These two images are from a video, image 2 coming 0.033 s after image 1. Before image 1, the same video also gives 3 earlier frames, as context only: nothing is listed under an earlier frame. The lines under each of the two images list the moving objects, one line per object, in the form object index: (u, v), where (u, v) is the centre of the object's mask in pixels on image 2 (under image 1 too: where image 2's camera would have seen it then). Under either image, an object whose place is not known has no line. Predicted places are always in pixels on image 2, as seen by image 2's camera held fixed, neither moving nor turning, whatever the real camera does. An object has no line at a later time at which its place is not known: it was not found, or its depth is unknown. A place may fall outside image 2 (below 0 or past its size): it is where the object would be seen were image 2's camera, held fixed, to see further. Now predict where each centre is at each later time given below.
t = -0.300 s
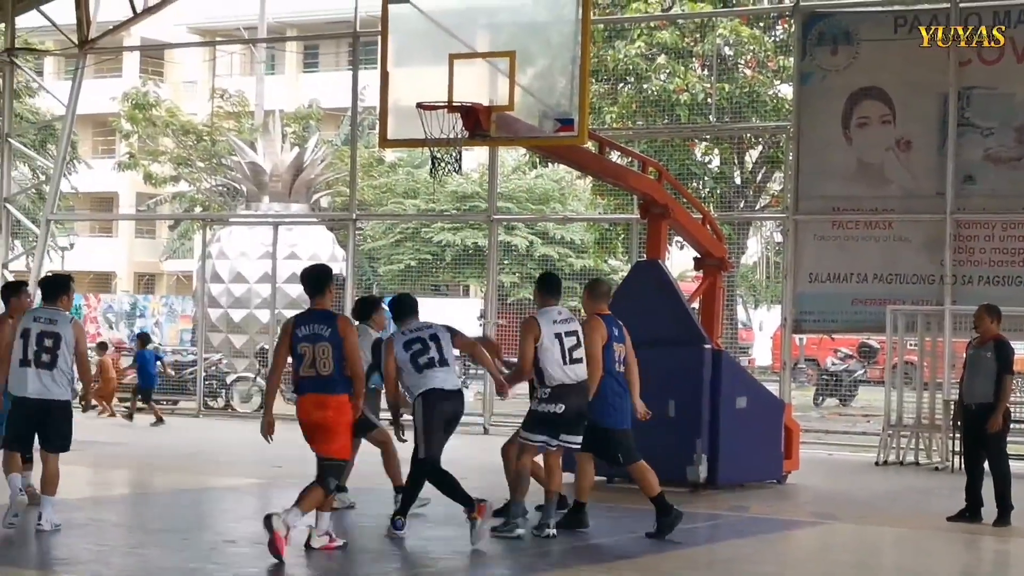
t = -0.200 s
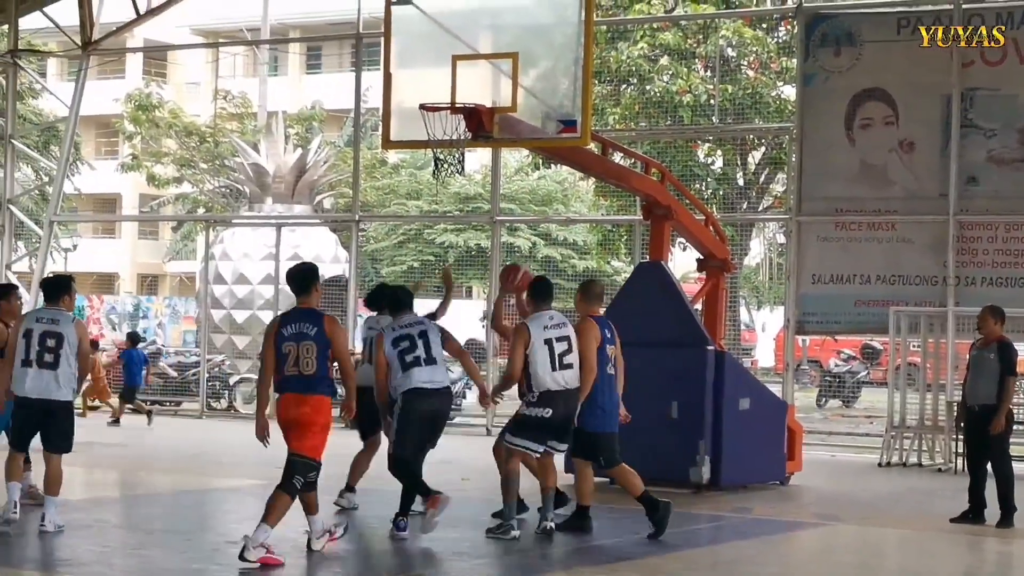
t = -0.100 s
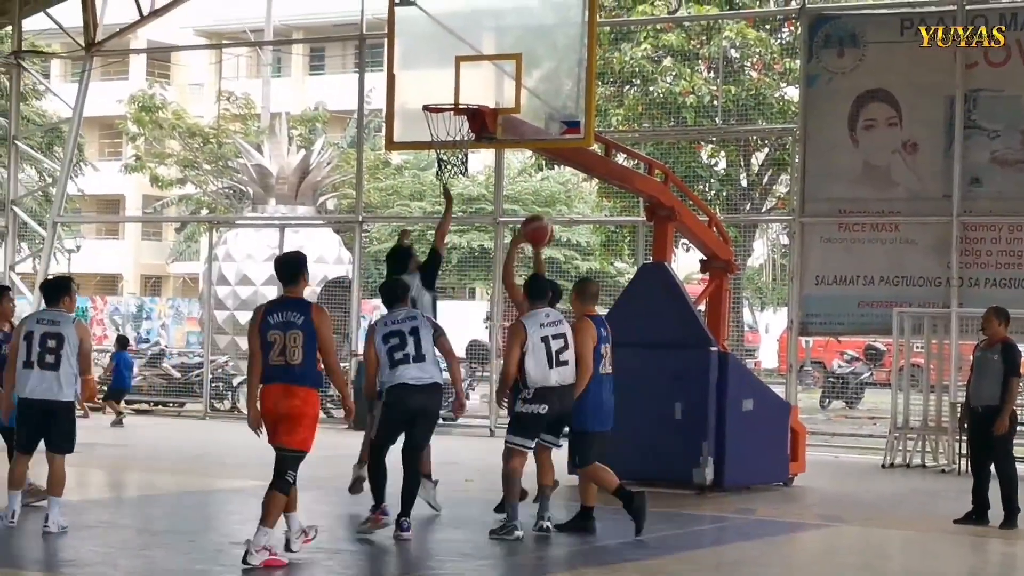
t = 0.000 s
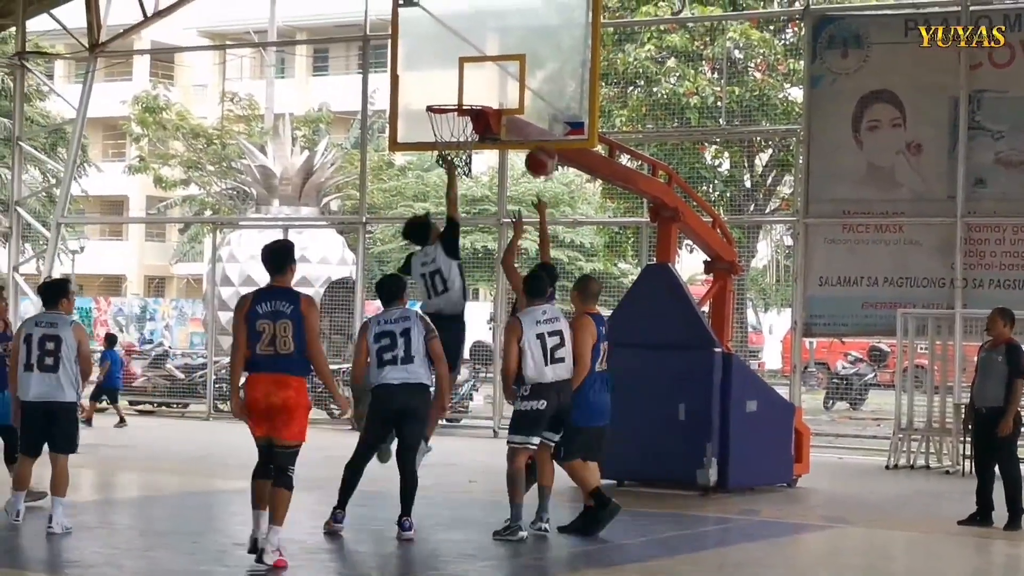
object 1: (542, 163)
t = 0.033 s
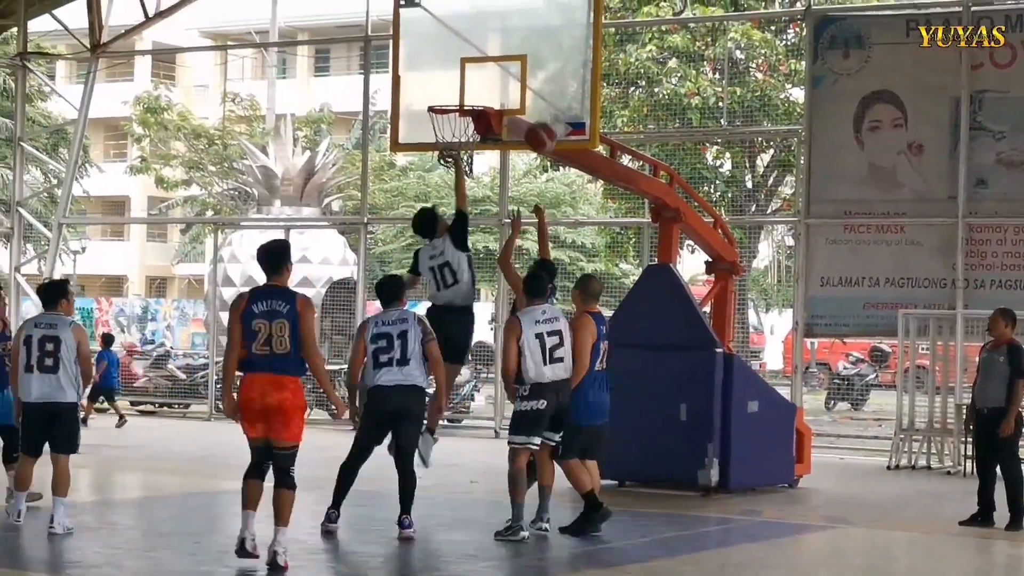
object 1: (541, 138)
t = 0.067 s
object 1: (538, 114)
